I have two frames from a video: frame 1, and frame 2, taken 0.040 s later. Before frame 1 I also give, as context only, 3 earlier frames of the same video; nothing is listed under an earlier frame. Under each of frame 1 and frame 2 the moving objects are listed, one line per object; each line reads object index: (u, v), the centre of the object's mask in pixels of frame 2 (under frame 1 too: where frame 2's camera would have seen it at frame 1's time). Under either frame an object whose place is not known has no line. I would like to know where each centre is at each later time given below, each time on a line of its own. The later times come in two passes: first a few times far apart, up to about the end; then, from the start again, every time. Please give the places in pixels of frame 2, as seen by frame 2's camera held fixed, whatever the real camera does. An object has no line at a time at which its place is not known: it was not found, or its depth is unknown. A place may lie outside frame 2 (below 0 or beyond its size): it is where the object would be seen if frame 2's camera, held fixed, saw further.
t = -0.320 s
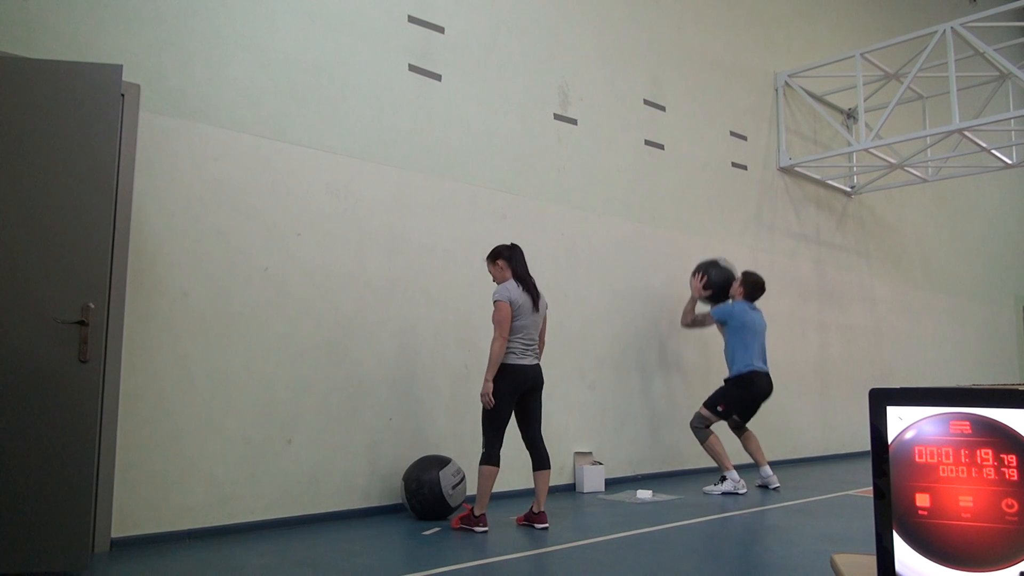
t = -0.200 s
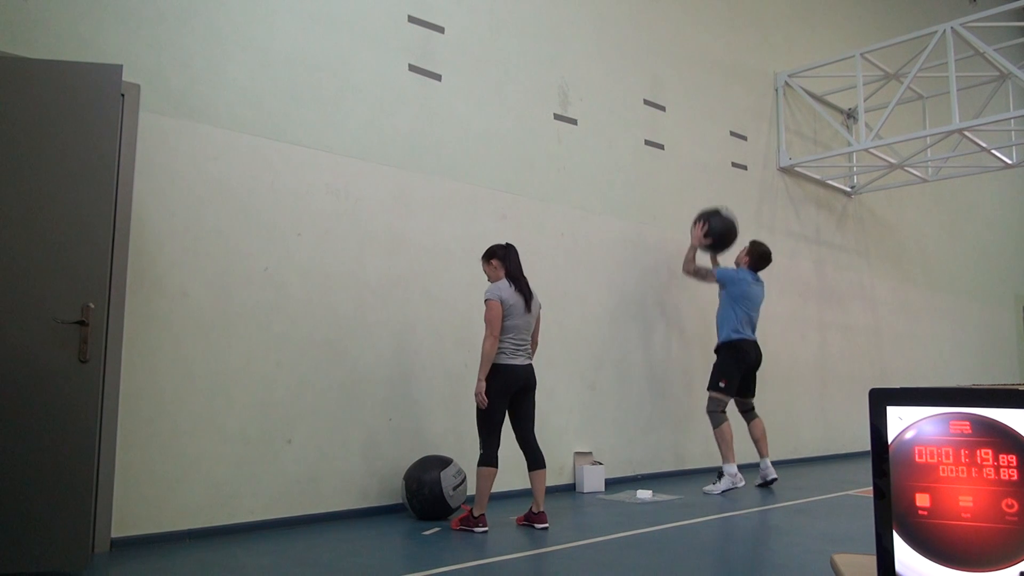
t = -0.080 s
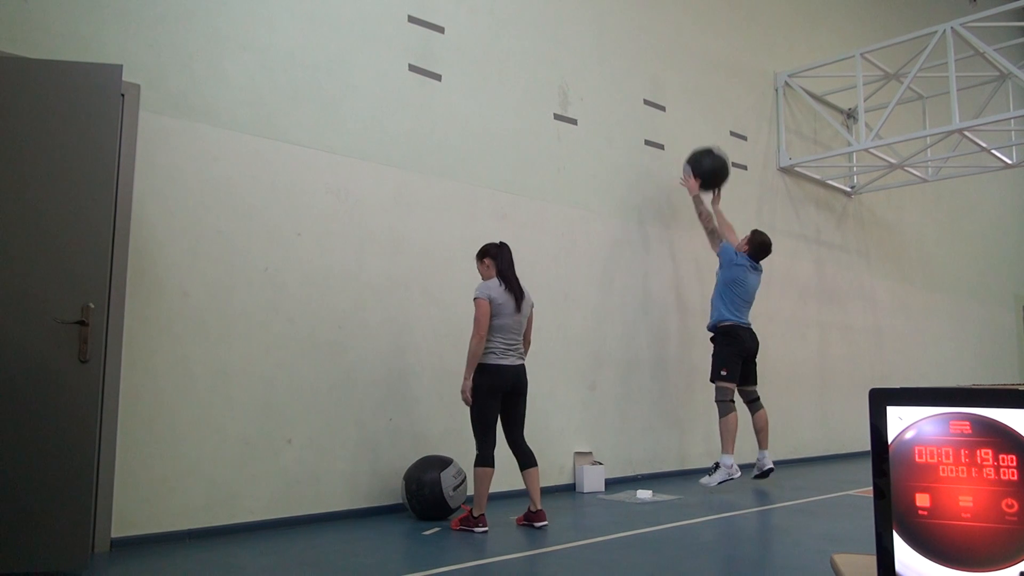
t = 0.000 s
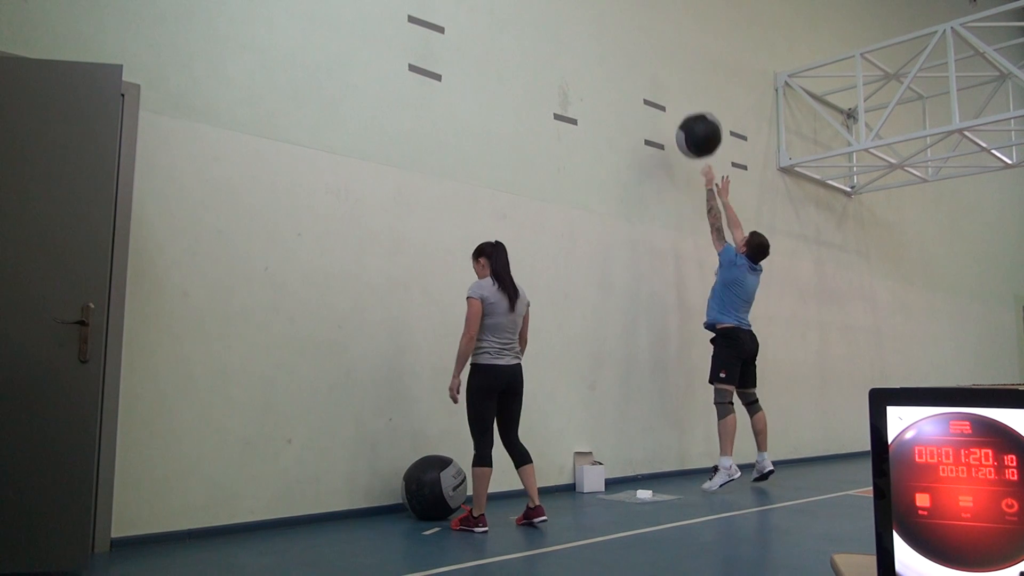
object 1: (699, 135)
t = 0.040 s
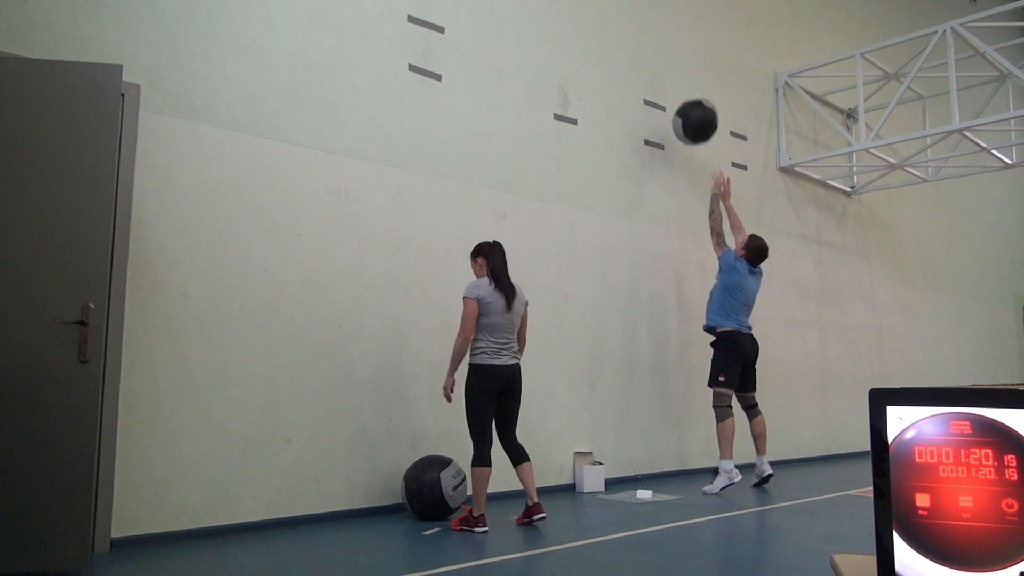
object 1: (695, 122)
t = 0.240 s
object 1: (676, 84)
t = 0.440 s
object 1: (671, 86)
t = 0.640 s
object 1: (682, 128)
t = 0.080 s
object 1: (692, 110)
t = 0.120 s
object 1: (688, 100)
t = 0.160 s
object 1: (682, 93)
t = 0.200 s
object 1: (679, 88)
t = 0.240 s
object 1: (676, 84)
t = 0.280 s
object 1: (672, 82)
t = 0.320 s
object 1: (669, 82)
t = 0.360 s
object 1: (668, 82)
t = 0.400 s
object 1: (670, 83)
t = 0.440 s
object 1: (671, 86)
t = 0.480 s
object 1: (673, 90)
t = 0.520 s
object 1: (675, 96)
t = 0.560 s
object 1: (677, 104)
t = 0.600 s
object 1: (679, 114)
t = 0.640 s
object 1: (682, 128)
